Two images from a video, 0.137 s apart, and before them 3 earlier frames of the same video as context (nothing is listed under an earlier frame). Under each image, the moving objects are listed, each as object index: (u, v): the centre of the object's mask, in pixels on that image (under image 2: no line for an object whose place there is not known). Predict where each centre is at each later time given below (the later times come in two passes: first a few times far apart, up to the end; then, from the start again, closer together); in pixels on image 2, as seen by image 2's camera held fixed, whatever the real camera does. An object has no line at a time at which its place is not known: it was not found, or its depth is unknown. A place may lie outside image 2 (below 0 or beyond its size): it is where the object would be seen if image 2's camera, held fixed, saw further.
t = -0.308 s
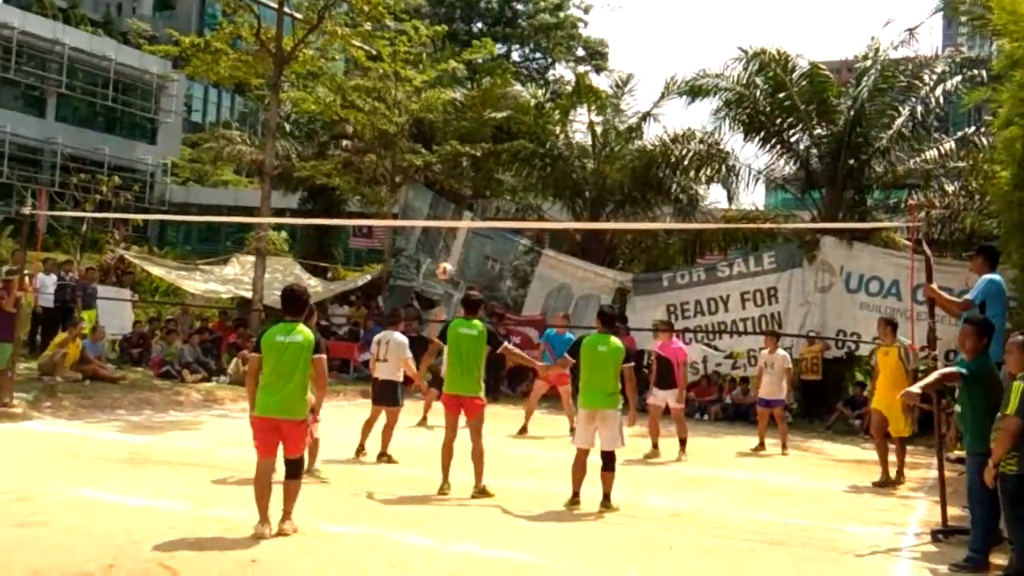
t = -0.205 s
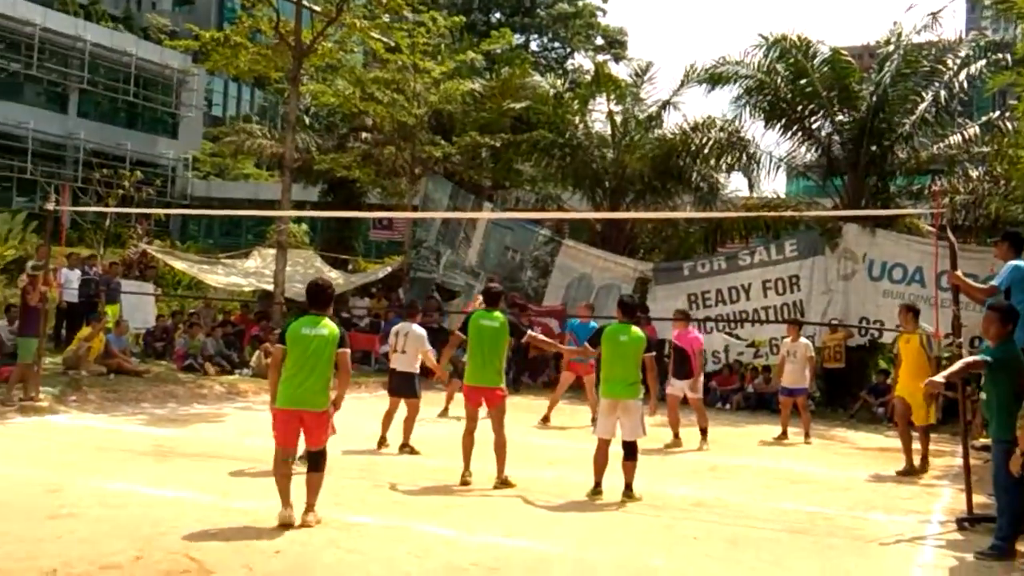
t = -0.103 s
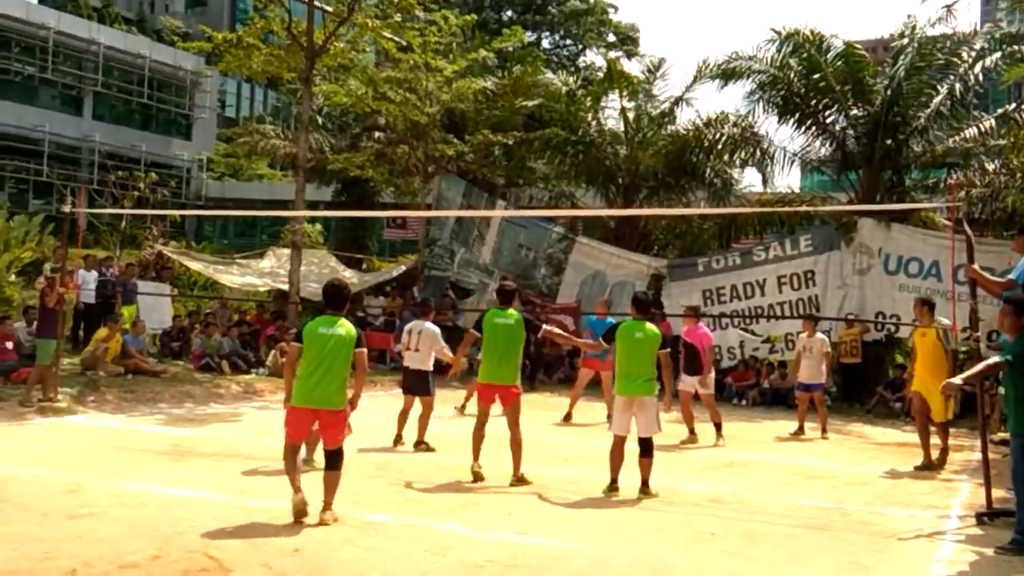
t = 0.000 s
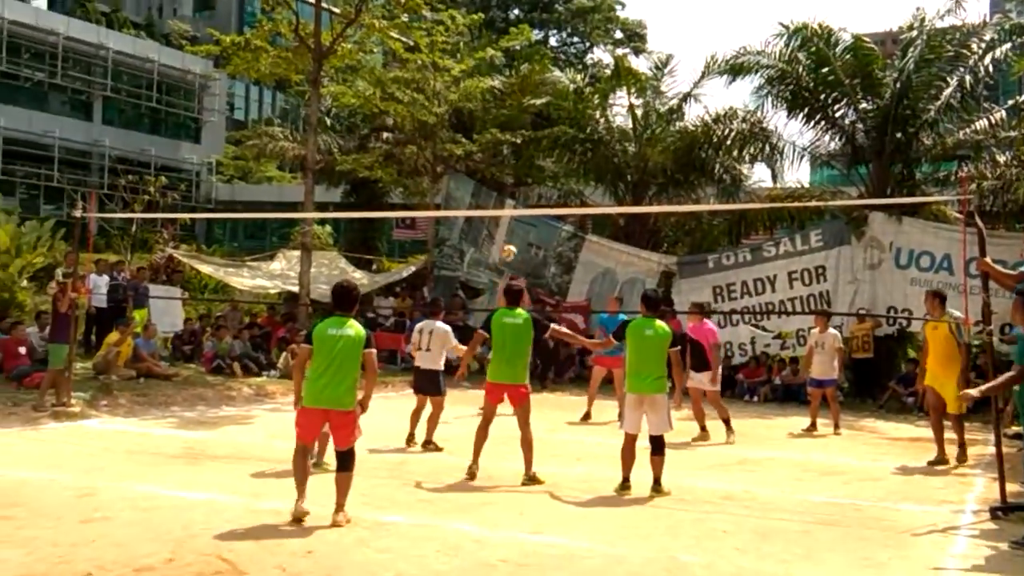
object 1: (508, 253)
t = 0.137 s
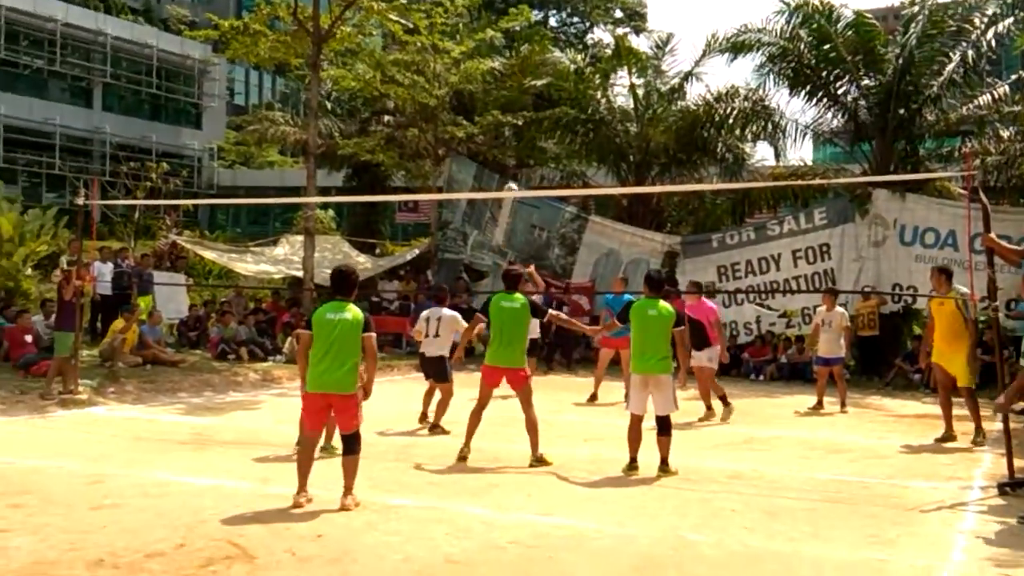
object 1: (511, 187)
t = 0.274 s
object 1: (509, 160)
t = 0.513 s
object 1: (506, 140)
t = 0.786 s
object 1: (501, 173)
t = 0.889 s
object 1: (501, 208)
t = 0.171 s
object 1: (510, 182)
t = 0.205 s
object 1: (510, 174)
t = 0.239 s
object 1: (510, 166)
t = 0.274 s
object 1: (509, 160)
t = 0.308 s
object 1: (509, 155)
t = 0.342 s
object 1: (508, 151)
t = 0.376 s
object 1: (509, 147)
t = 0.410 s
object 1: (508, 144)
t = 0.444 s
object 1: (507, 141)
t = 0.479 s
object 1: (507, 140)
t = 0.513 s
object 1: (506, 140)
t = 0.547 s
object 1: (506, 140)
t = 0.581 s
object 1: (505, 142)
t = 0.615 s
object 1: (505, 144)
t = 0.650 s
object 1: (504, 148)
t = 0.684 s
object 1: (503, 153)
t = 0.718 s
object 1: (503, 158)
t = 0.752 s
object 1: (502, 165)
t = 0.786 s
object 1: (501, 173)
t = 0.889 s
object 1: (501, 208)
